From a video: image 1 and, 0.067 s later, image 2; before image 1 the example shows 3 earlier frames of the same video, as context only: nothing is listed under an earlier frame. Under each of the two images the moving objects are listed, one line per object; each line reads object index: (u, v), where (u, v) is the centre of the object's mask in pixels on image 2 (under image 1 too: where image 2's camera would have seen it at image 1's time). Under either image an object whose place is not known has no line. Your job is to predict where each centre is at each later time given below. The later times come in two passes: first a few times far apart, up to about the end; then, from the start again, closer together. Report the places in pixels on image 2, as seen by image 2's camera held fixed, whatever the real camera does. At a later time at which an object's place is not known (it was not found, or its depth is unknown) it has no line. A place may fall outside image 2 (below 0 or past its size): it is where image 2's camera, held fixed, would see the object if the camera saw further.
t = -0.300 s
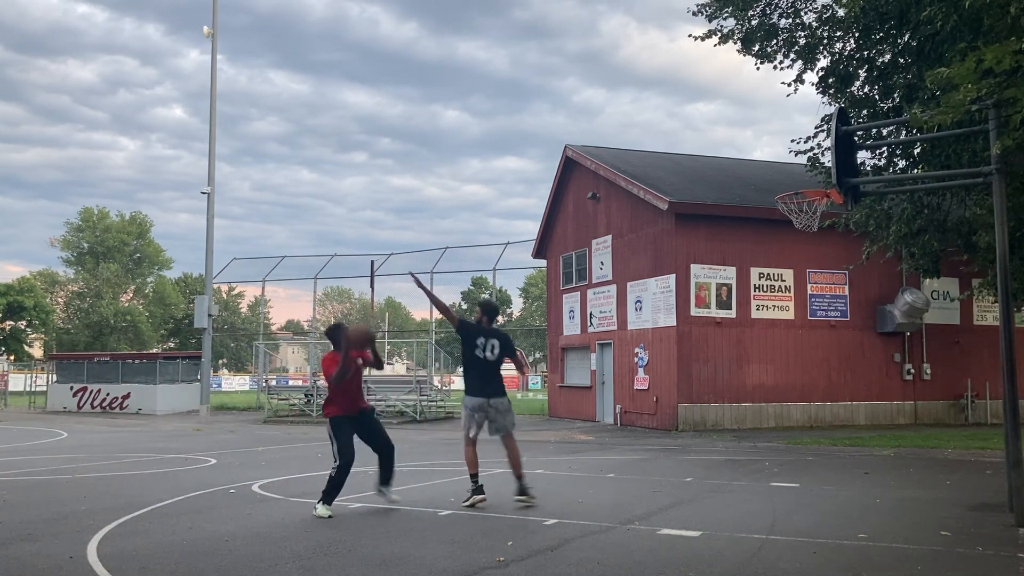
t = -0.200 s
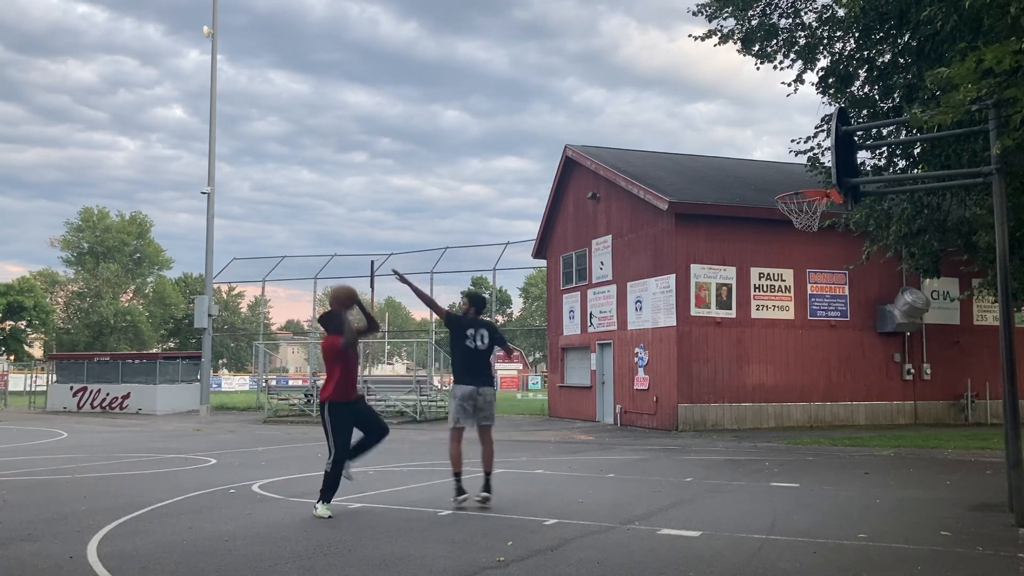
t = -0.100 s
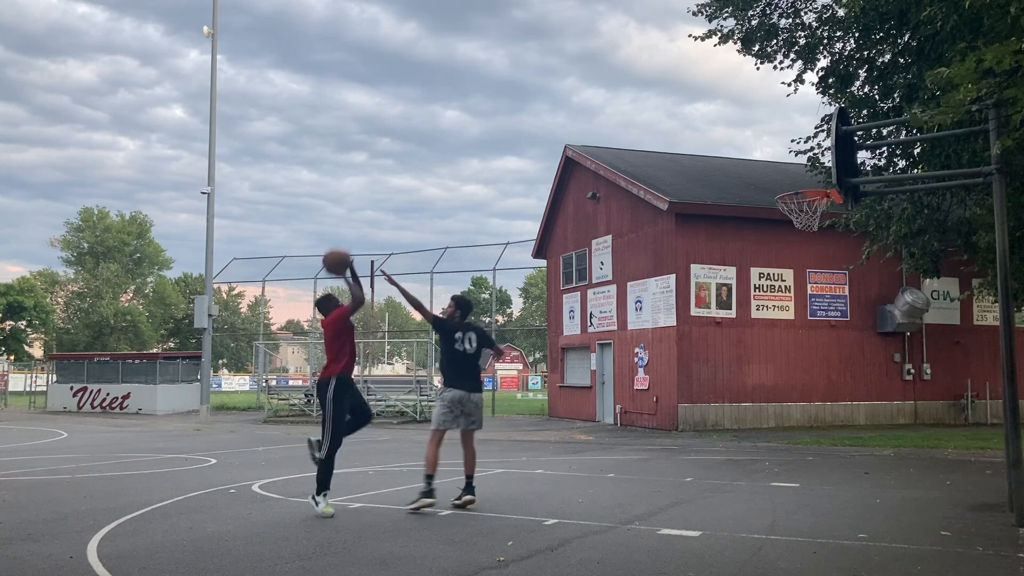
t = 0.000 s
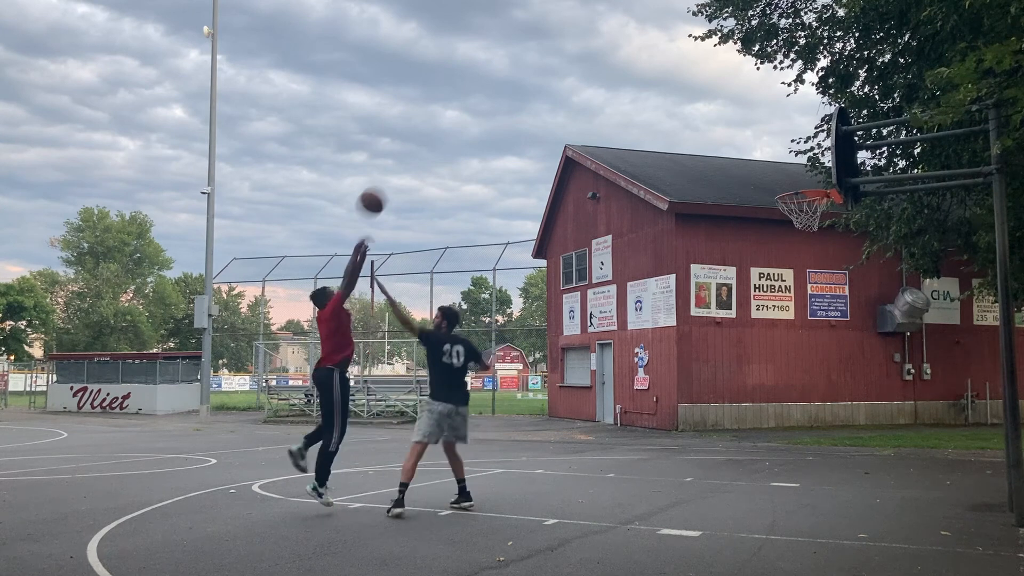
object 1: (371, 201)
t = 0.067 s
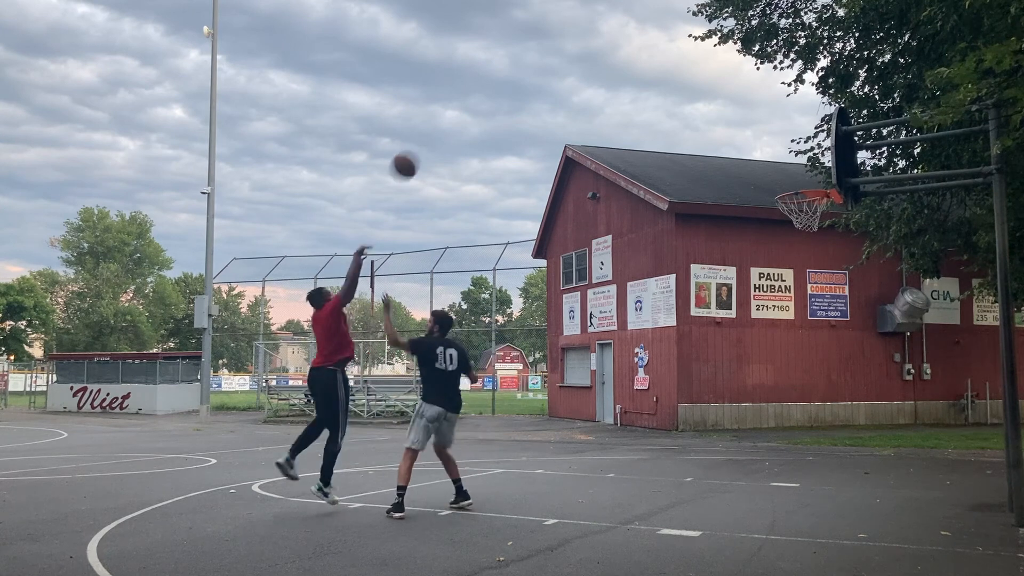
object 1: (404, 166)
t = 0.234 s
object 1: (483, 99)
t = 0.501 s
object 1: (599, 57)
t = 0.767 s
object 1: (707, 87)
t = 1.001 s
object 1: (797, 172)
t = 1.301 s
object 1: (850, 211)
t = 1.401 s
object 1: (856, 229)
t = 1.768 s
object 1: (876, 374)
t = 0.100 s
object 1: (420, 150)
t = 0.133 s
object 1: (436, 135)
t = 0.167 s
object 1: (452, 122)
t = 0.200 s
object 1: (467, 110)
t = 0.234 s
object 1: (483, 99)
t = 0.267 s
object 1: (498, 90)
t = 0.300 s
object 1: (513, 81)
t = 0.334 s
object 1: (527, 74)
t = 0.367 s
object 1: (542, 68)
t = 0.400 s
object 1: (557, 64)
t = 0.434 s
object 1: (571, 60)
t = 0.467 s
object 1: (584, 58)
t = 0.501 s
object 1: (599, 57)
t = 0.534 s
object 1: (612, 57)
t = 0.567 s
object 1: (626, 58)
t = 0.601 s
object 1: (640, 60)
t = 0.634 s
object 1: (654, 63)
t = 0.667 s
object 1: (667, 68)
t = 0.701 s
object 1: (680, 73)
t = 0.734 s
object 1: (693, 80)
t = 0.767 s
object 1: (707, 87)
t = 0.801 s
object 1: (720, 96)
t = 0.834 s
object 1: (733, 106)
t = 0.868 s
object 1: (746, 117)
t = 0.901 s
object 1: (758, 129)
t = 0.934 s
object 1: (771, 142)
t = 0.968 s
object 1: (783, 157)
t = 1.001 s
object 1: (797, 172)
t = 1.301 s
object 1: (850, 211)
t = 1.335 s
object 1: (852, 215)
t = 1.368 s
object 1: (853, 220)
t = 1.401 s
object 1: (856, 229)
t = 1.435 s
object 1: (858, 238)
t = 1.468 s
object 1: (860, 247)
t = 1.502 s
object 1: (862, 258)
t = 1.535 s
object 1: (863, 270)
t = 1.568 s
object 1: (865, 282)
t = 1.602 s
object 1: (866, 296)
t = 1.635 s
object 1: (869, 309)
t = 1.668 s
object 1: (870, 325)
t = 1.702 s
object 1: (872, 340)
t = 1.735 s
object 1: (874, 357)
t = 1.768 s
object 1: (876, 374)
